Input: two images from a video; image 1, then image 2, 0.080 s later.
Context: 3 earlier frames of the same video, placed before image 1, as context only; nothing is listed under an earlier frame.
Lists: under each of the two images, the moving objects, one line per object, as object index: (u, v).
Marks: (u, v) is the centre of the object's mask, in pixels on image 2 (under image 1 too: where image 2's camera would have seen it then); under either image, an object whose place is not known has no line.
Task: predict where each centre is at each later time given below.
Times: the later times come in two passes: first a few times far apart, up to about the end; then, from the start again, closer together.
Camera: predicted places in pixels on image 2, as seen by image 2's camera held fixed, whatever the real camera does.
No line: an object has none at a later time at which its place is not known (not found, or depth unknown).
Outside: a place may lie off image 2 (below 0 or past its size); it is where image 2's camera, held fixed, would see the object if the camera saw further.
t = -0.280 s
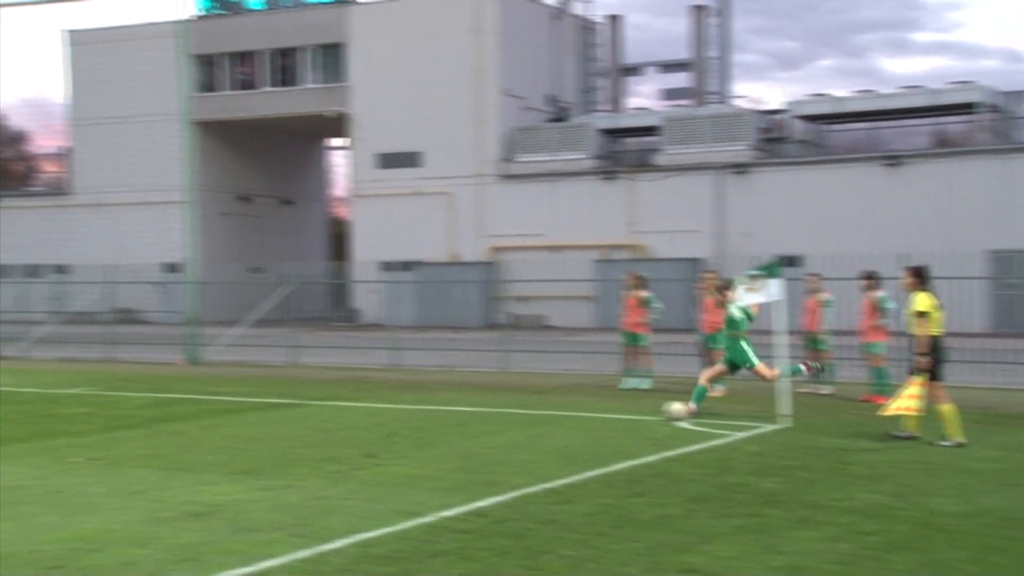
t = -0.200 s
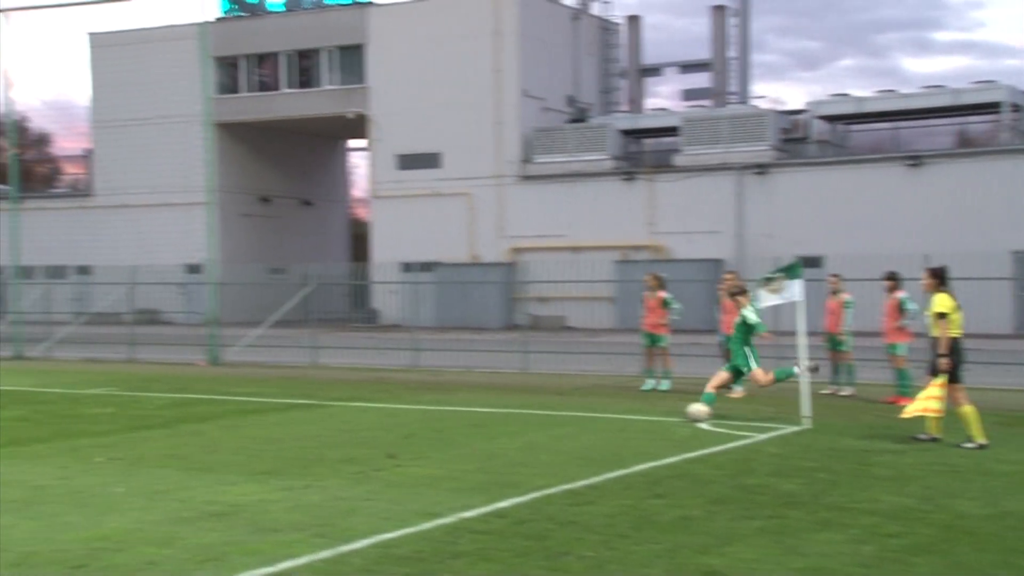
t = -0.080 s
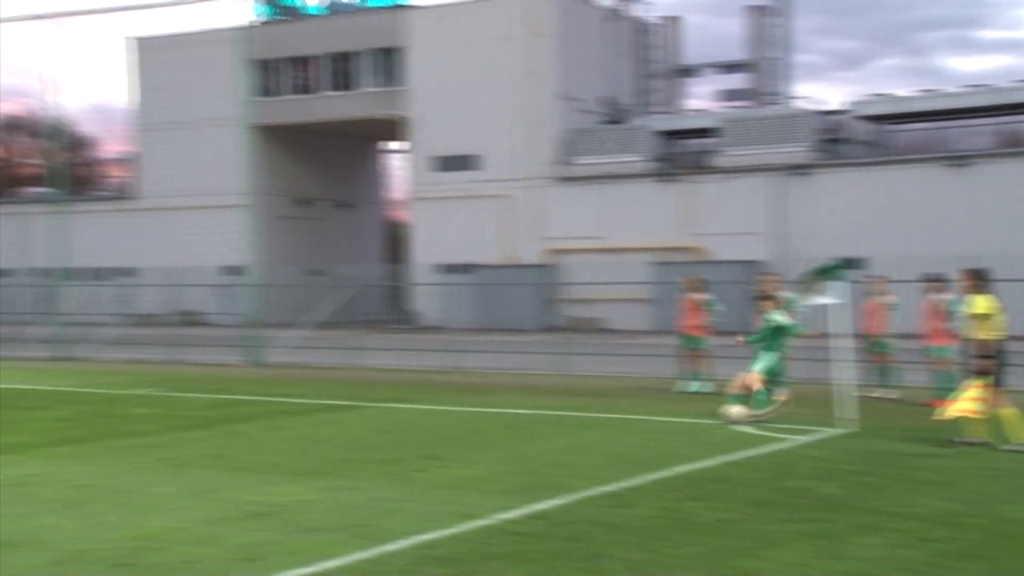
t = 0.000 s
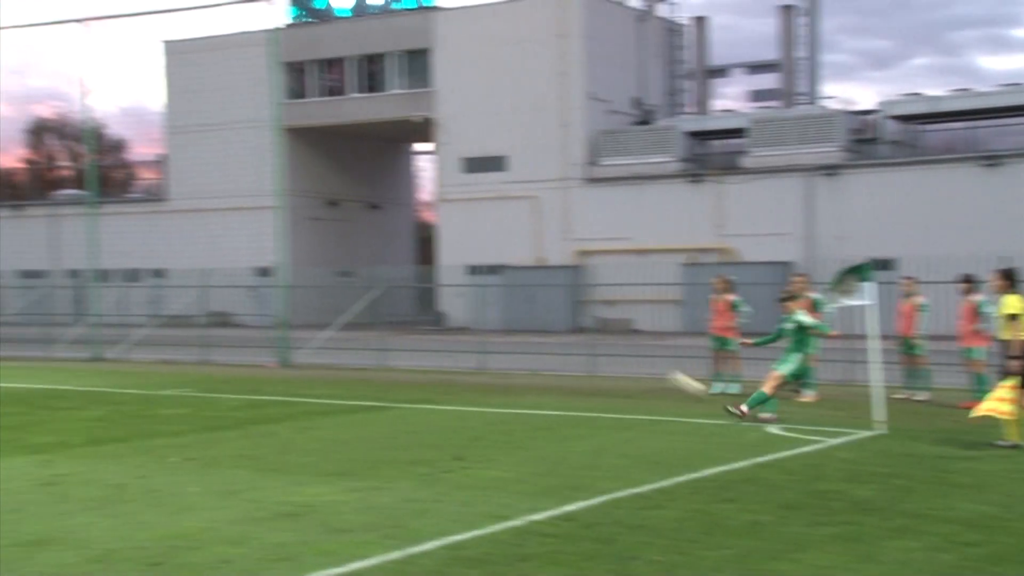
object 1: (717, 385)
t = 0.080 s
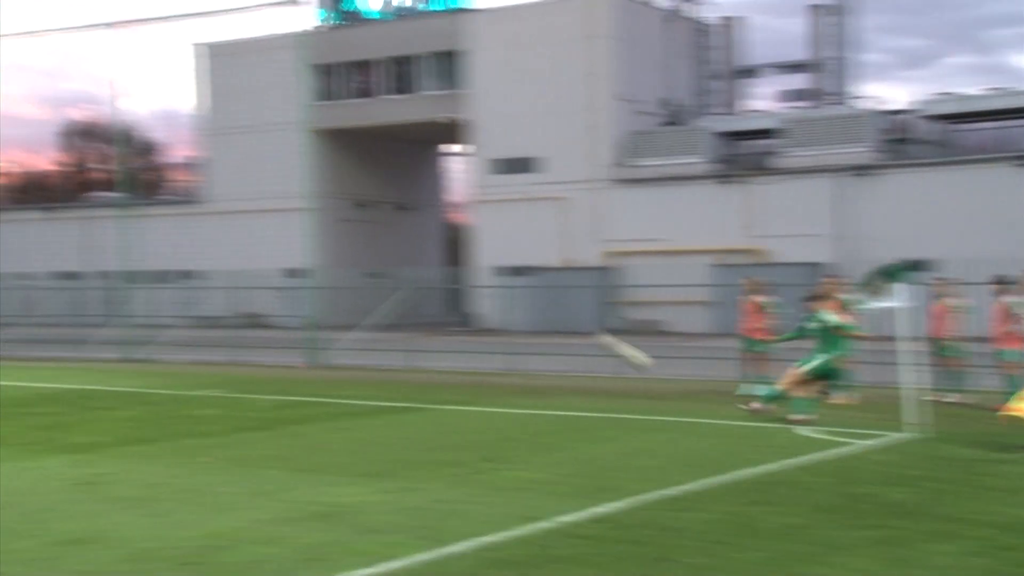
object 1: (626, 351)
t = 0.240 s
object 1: (455, 291)
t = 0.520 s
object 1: (209, 209)
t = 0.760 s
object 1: (15, 156)
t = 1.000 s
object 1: (-136, 118)
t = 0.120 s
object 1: (578, 335)
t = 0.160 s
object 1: (533, 319)
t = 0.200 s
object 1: (489, 304)
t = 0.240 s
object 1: (455, 291)
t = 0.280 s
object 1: (414, 275)
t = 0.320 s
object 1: (376, 263)
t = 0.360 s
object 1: (341, 253)
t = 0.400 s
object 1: (301, 240)
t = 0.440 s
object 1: (271, 230)
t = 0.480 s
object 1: (241, 219)
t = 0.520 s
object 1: (209, 209)
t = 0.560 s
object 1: (163, 197)
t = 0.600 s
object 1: (136, 189)
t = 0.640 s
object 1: (110, 181)
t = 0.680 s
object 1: (85, 173)
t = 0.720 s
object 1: (42, 164)
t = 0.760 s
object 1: (15, 156)
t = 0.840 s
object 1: (-31, 142)
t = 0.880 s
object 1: (-56, 135)
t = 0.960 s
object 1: (-115, 123)
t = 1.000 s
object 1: (-136, 118)
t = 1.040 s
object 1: (-156, 113)
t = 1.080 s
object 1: (-181, 108)
